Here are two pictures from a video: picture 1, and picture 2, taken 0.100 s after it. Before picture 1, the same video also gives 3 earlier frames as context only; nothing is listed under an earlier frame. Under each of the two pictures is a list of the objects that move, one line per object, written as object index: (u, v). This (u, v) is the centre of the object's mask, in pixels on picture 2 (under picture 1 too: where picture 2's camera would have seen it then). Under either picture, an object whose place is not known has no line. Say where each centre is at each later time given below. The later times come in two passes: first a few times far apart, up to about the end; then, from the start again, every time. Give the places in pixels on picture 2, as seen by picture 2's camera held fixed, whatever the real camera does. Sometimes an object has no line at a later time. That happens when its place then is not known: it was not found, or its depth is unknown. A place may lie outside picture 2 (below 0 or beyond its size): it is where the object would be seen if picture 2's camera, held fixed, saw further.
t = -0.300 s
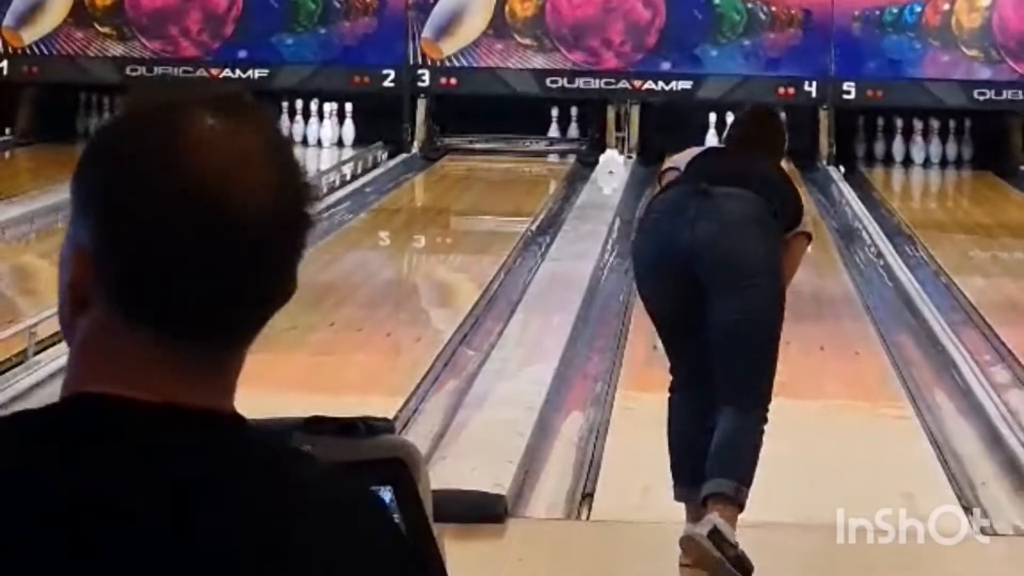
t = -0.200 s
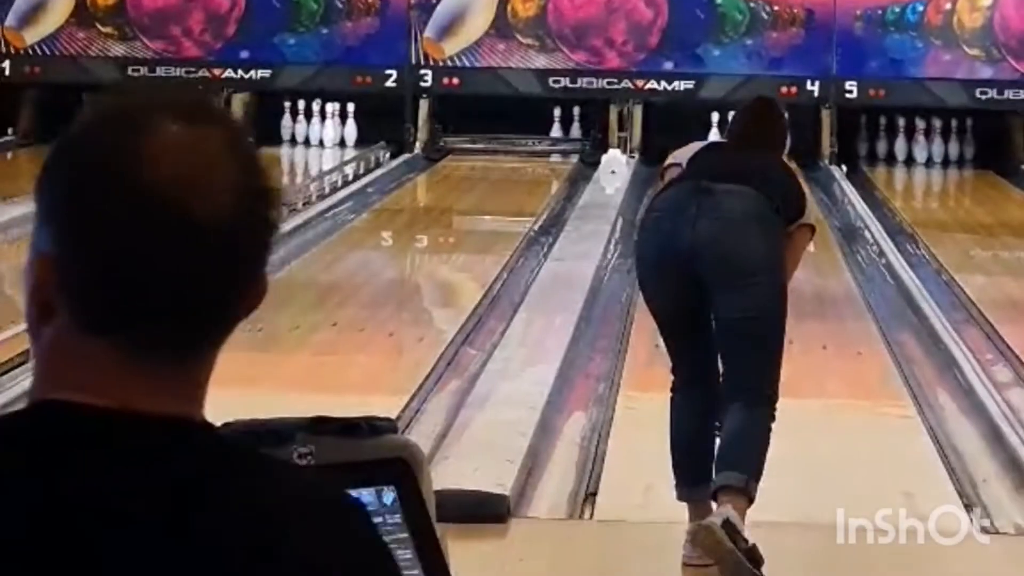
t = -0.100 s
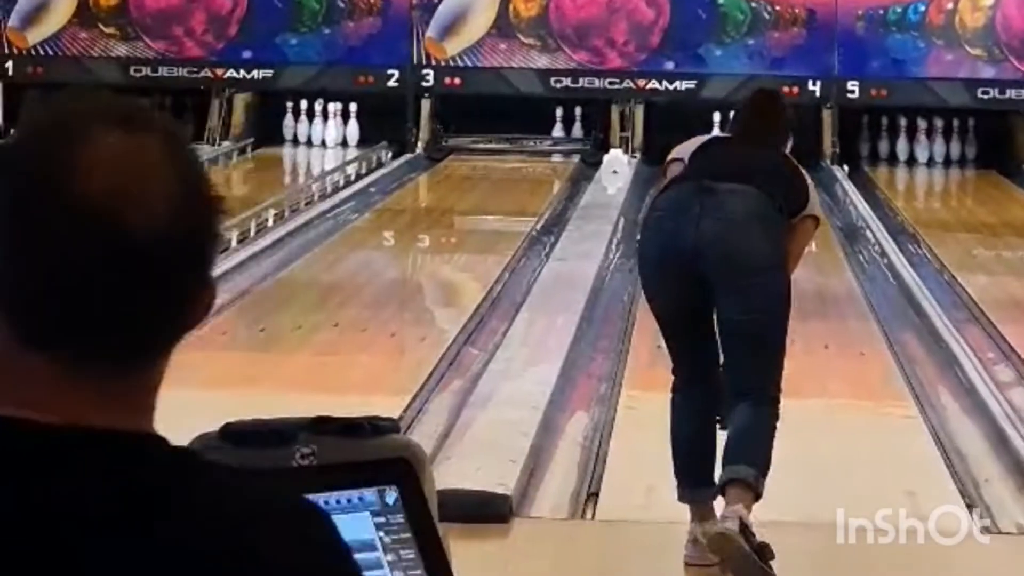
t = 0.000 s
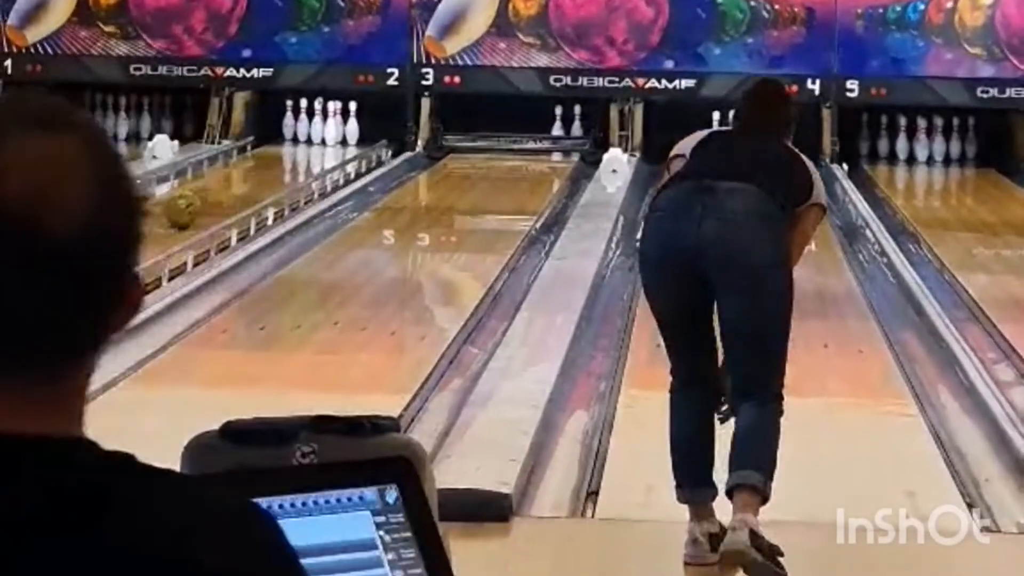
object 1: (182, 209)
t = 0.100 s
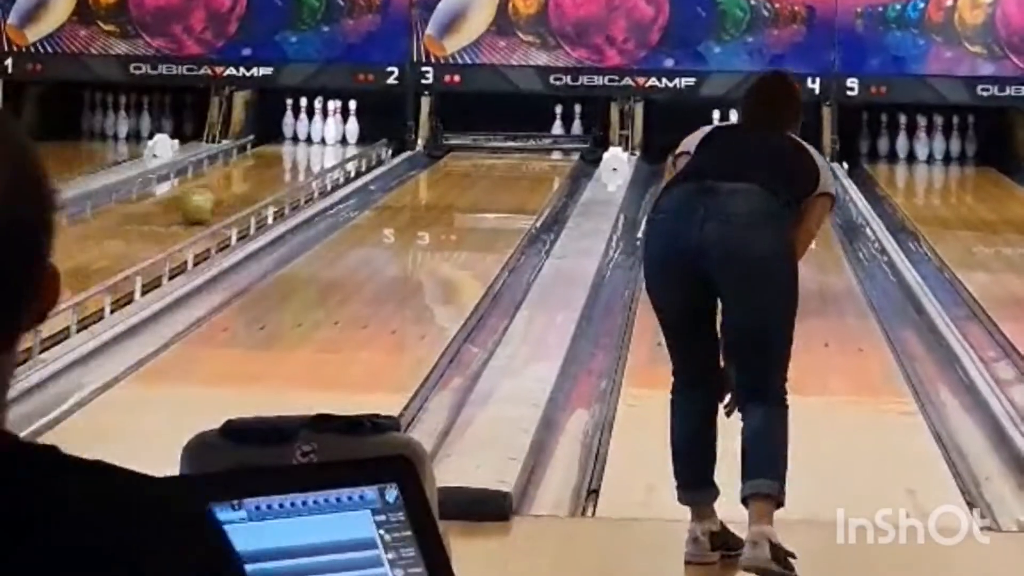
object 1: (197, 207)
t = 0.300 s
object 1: (227, 205)
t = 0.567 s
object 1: (262, 189)
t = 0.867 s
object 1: (264, 185)
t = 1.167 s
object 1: (273, 175)
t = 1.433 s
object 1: (286, 169)
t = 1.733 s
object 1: (296, 163)
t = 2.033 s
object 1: (308, 157)
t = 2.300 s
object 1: (319, 154)
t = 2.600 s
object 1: (335, 149)
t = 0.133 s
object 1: (201, 205)
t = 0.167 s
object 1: (205, 208)
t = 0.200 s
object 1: (211, 208)
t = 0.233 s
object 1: (217, 204)
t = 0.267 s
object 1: (222, 201)
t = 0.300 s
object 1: (227, 205)
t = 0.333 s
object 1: (227, 203)
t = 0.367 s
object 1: (235, 200)
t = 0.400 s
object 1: (243, 197)
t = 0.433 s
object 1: (243, 194)
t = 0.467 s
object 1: (248, 194)
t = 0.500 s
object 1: (252, 191)
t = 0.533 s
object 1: (258, 188)
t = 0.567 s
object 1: (262, 189)
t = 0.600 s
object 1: (265, 185)
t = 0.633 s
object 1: (263, 186)
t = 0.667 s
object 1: (264, 186)
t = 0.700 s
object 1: (264, 184)
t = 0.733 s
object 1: (259, 185)
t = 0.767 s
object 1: (262, 187)
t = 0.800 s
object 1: (263, 184)
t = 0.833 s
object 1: (262, 184)
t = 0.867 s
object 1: (264, 185)
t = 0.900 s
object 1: (265, 182)
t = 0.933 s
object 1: (265, 183)
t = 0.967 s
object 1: (268, 181)
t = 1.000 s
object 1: (267, 179)
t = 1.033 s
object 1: (267, 180)
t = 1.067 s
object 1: (271, 179)
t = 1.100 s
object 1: (269, 177)
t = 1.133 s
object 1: (271, 178)
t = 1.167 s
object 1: (273, 175)
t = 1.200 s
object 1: (272, 175)
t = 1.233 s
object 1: (274, 177)
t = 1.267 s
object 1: (277, 172)
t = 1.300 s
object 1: (277, 172)
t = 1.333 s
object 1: (281, 172)
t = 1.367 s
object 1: (281, 169)
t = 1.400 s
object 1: (281, 173)
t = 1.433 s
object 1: (286, 169)
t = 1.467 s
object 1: (285, 167)
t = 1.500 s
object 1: (286, 168)
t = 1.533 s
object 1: (287, 166)
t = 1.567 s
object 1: (288, 164)
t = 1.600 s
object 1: (290, 165)
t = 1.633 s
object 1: (292, 163)
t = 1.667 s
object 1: (292, 164)
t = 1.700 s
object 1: (294, 164)
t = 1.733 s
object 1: (296, 163)
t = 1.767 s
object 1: (297, 162)
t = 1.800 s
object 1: (299, 162)
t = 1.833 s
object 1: (301, 161)
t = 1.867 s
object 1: (303, 159)
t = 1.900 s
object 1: (303, 159)
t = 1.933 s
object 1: (305, 160)
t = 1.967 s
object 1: (306, 157)
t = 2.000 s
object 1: (305, 159)
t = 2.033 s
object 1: (308, 157)
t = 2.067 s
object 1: (310, 156)
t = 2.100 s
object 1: (312, 157)
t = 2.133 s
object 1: (313, 155)
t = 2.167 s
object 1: (314, 154)
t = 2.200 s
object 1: (316, 153)
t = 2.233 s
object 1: (318, 154)
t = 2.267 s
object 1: (318, 152)
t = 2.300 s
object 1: (319, 154)
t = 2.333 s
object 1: (322, 154)
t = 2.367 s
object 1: (323, 152)
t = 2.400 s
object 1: (325, 154)
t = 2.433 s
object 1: (327, 151)
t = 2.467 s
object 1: (327, 150)
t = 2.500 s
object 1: (330, 150)
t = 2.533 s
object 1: (331, 149)
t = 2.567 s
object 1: (333, 149)
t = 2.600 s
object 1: (335, 149)
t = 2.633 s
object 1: (336, 147)
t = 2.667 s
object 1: (337, 146)
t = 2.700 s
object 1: (341, 148)
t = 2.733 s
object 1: (346, 146)
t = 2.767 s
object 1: (350, 142)
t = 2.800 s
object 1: (352, 149)
